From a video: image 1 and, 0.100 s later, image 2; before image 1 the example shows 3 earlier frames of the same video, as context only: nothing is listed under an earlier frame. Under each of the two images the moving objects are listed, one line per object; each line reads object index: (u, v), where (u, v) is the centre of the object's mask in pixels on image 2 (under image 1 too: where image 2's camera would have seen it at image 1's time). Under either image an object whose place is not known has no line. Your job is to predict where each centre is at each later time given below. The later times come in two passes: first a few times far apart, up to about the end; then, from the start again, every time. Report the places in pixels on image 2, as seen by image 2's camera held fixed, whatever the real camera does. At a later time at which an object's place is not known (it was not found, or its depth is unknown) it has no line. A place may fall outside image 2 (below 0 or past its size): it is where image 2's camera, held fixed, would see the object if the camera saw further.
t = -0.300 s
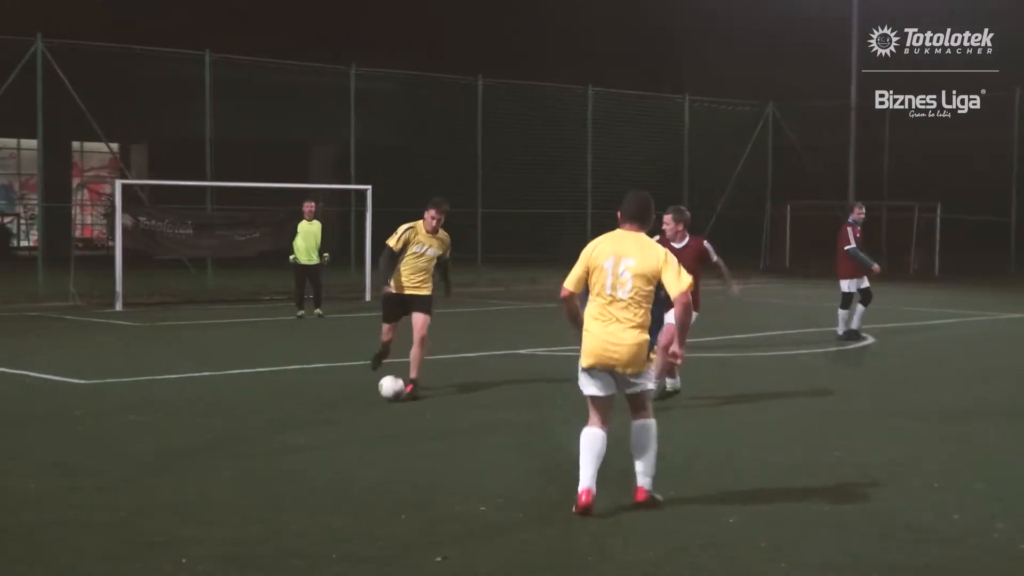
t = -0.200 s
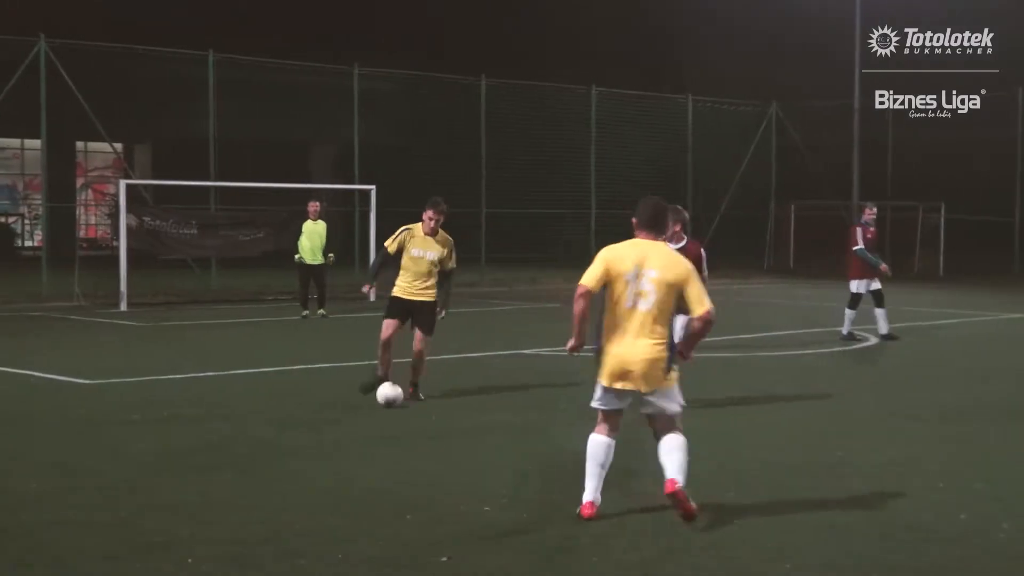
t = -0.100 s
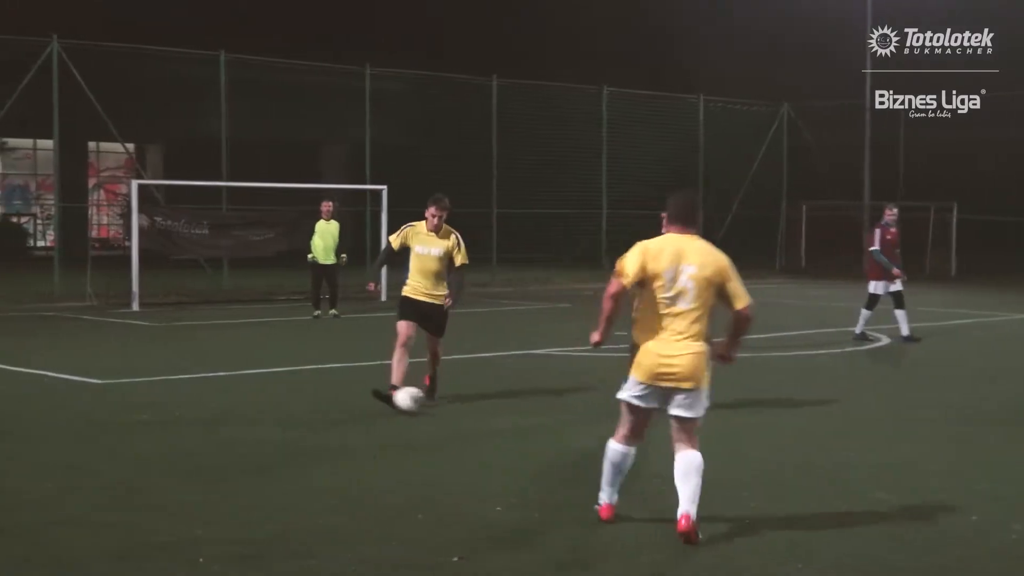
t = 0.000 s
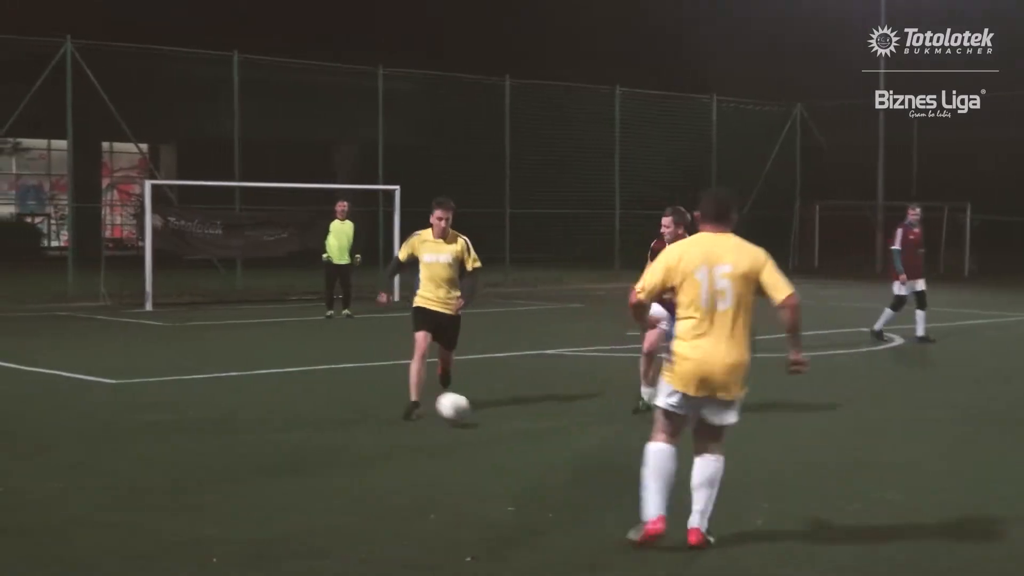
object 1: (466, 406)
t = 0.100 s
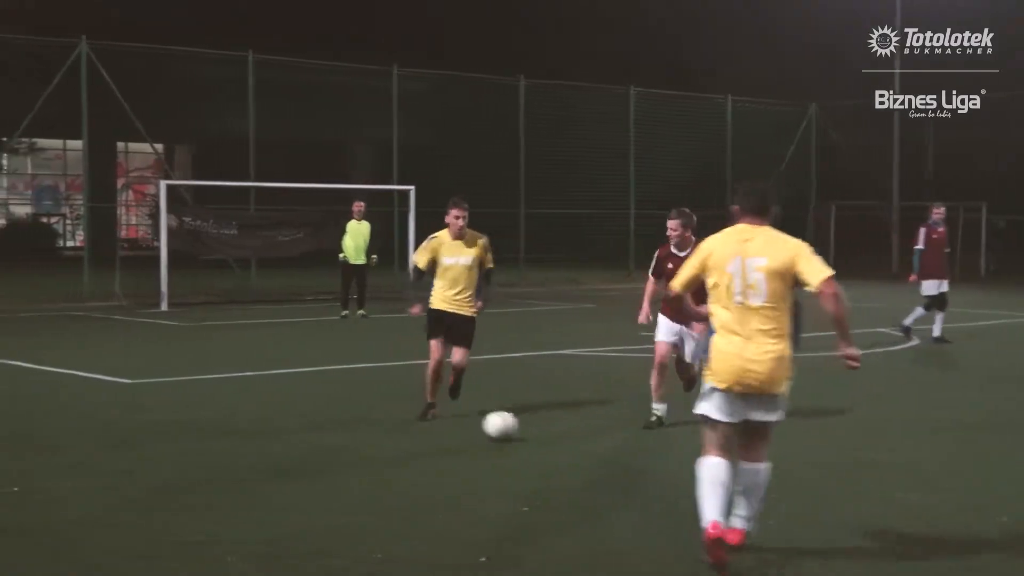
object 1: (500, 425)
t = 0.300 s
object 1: (557, 447)
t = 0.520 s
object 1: (621, 481)
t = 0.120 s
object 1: (506, 426)
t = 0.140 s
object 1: (512, 426)
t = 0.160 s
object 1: (518, 429)
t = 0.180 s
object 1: (523, 431)
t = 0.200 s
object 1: (530, 435)
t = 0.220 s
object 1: (536, 439)
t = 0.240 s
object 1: (542, 442)
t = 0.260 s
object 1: (547, 444)
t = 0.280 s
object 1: (552, 445)
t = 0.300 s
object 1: (557, 447)
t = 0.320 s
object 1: (562, 450)
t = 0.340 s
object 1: (567, 454)
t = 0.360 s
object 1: (572, 457)
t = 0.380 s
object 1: (577, 460)
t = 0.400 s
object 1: (583, 461)
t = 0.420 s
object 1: (589, 464)
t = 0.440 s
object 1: (595, 468)
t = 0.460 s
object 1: (601, 471)
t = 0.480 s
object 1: (608, 476)
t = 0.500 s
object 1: (614, 478)
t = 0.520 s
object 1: (621, 481)
